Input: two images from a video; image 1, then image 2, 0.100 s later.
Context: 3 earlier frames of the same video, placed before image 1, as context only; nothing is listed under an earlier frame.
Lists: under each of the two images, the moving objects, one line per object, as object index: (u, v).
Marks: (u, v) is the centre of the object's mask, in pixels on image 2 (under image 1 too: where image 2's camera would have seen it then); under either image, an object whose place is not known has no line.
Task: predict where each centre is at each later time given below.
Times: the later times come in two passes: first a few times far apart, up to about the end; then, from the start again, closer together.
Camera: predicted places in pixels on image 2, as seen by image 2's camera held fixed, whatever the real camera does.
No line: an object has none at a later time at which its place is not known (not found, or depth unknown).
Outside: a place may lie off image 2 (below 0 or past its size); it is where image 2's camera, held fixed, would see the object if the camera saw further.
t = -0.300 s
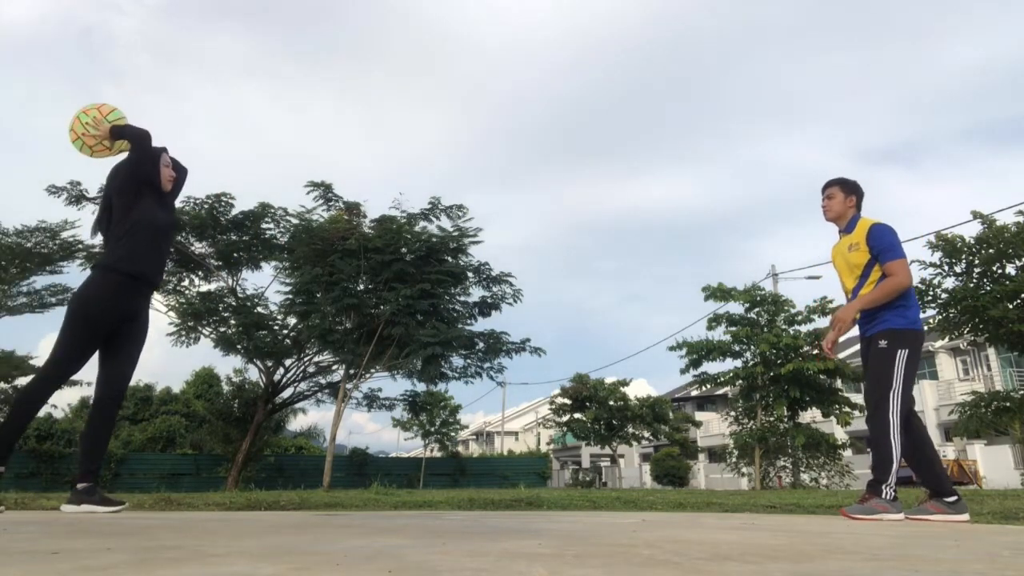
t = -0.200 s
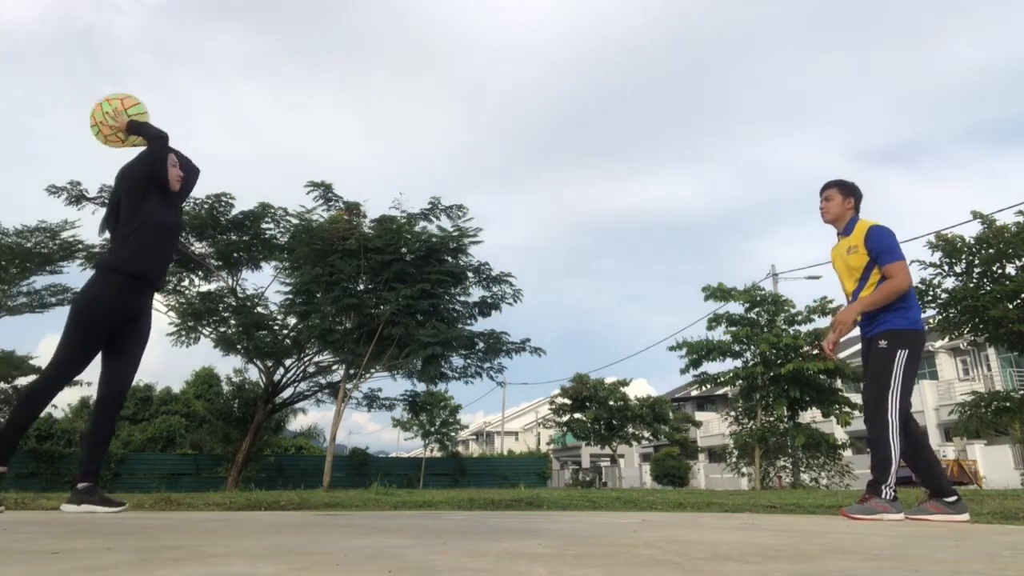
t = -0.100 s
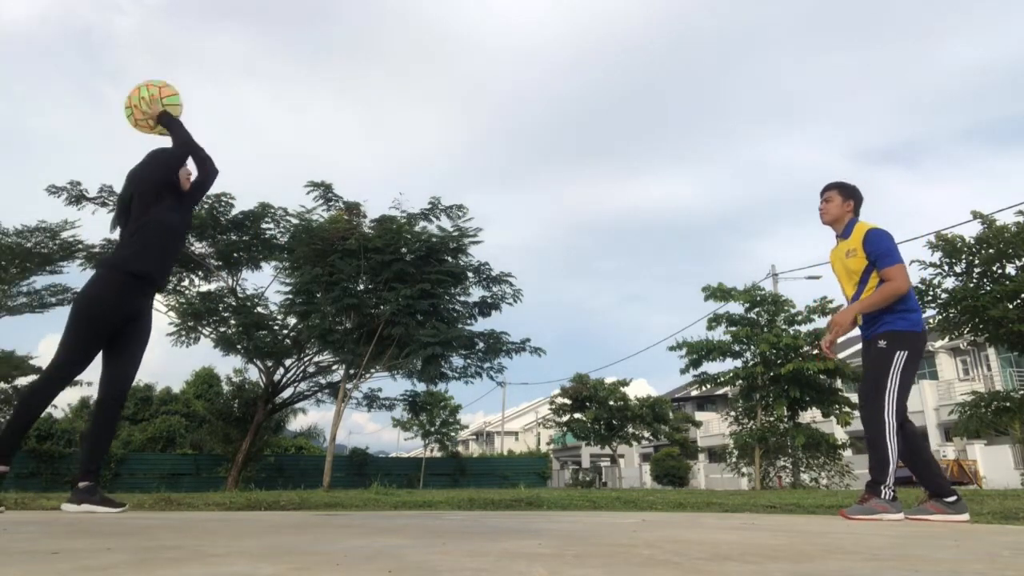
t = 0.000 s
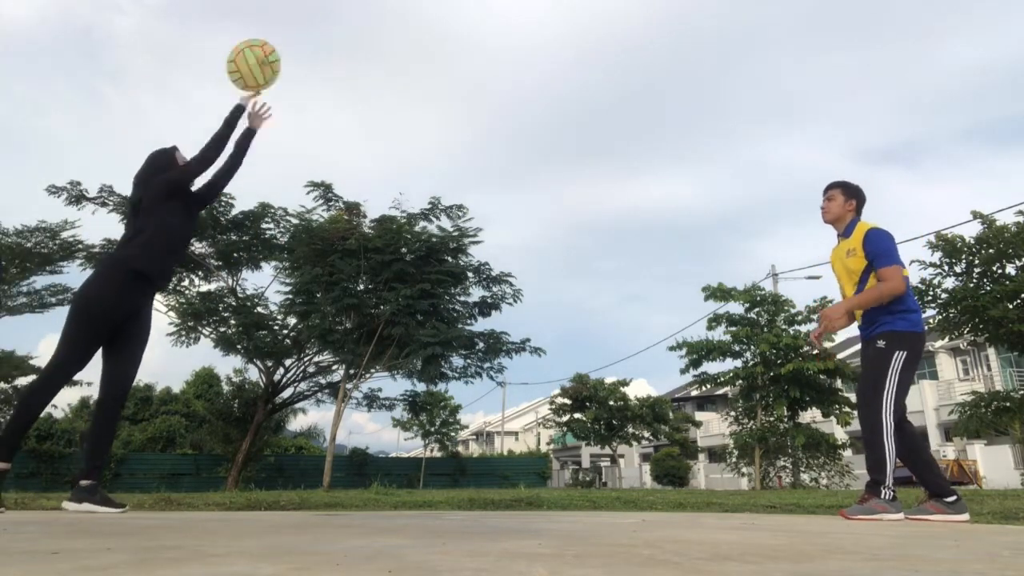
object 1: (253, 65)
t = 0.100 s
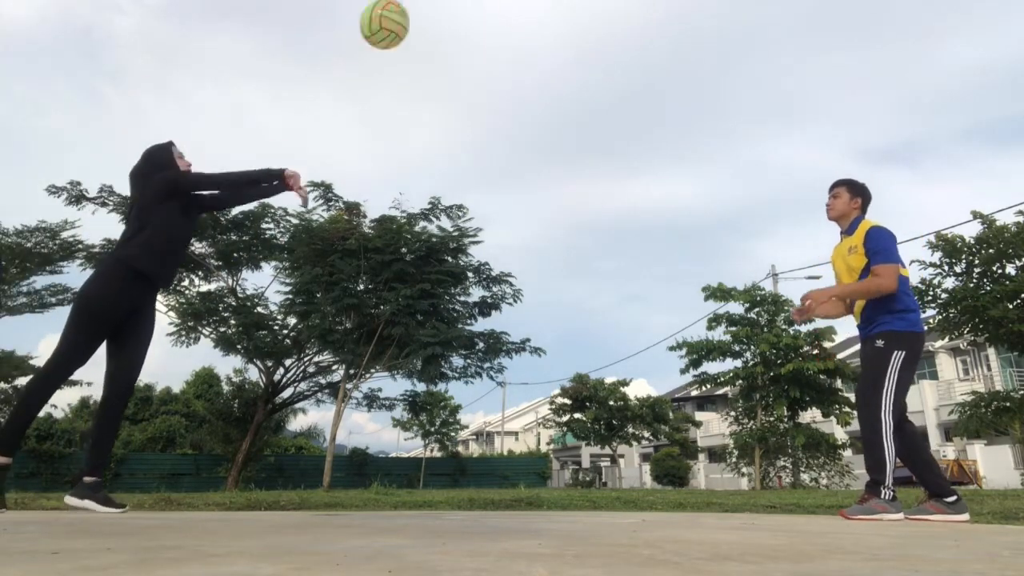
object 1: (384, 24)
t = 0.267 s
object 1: (557, 13)
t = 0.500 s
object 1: (747, 44)
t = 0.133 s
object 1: (423, 18)
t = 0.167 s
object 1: (459, 15)
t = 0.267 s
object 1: (557, 13)
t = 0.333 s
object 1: (615, 16)
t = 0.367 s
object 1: (643, 18)
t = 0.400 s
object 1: (671, 23)
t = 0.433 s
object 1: (697, 29)
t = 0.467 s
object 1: (723, 36)
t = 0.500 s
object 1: (747, 44)
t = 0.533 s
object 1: (772, 52)
